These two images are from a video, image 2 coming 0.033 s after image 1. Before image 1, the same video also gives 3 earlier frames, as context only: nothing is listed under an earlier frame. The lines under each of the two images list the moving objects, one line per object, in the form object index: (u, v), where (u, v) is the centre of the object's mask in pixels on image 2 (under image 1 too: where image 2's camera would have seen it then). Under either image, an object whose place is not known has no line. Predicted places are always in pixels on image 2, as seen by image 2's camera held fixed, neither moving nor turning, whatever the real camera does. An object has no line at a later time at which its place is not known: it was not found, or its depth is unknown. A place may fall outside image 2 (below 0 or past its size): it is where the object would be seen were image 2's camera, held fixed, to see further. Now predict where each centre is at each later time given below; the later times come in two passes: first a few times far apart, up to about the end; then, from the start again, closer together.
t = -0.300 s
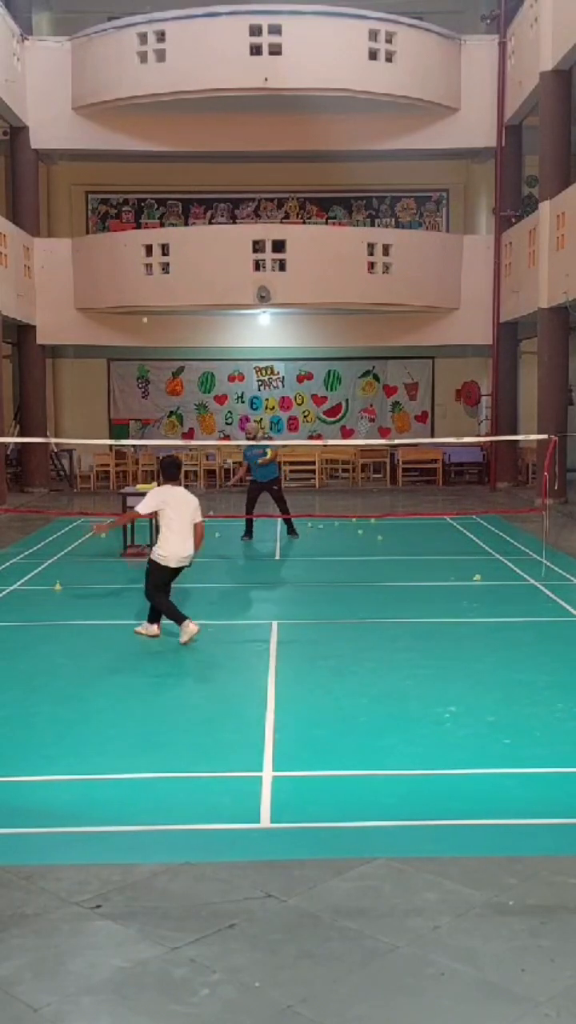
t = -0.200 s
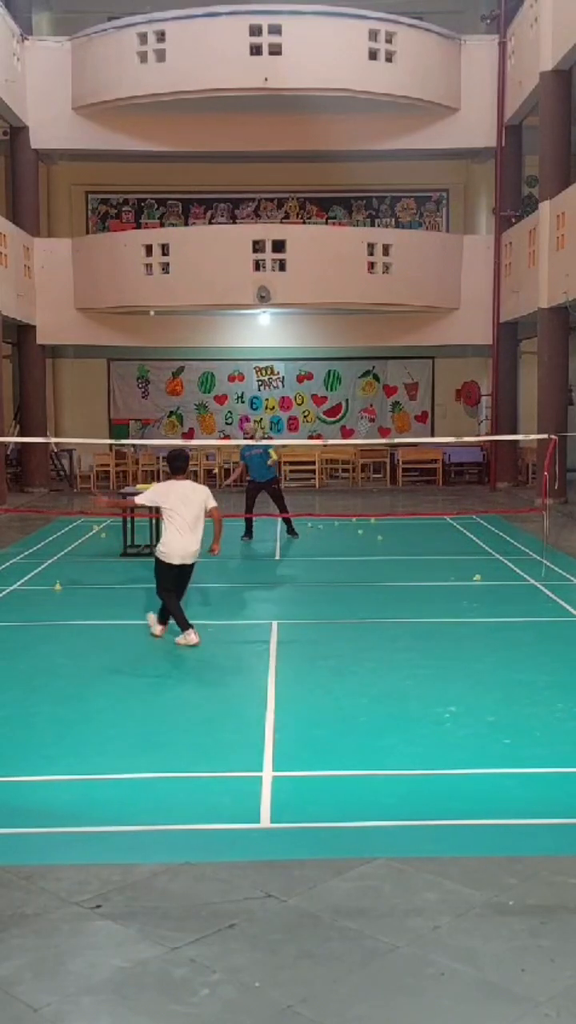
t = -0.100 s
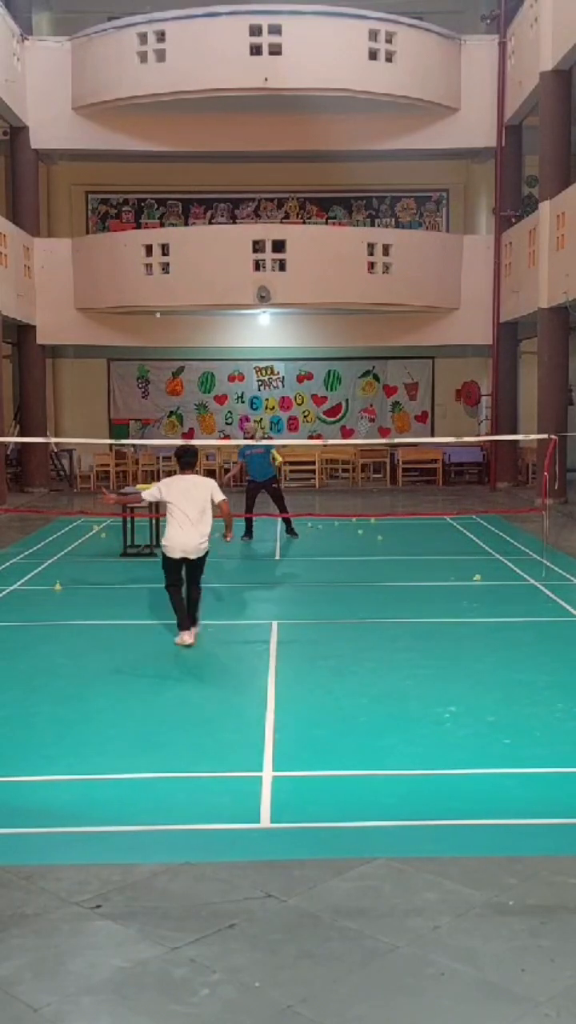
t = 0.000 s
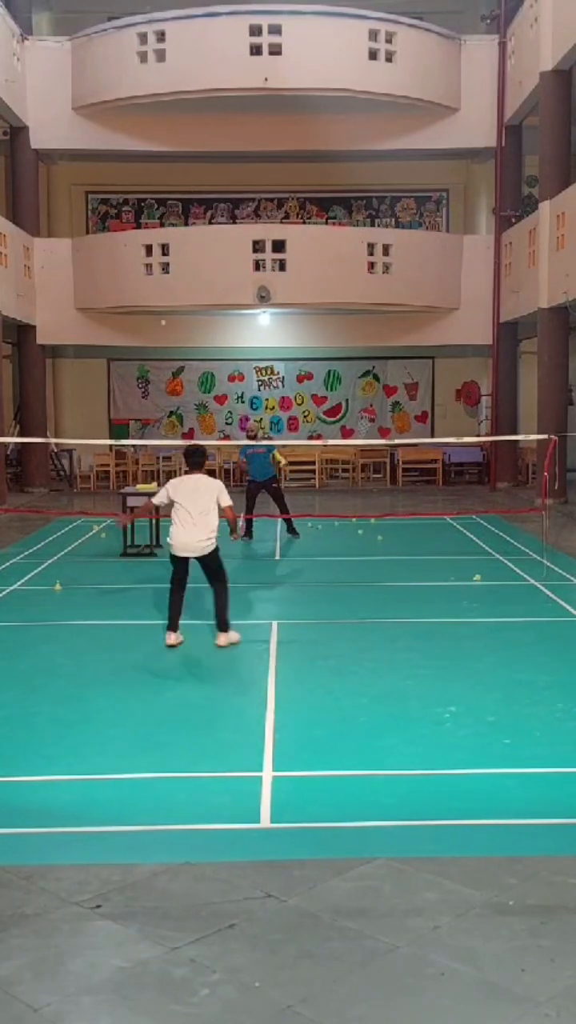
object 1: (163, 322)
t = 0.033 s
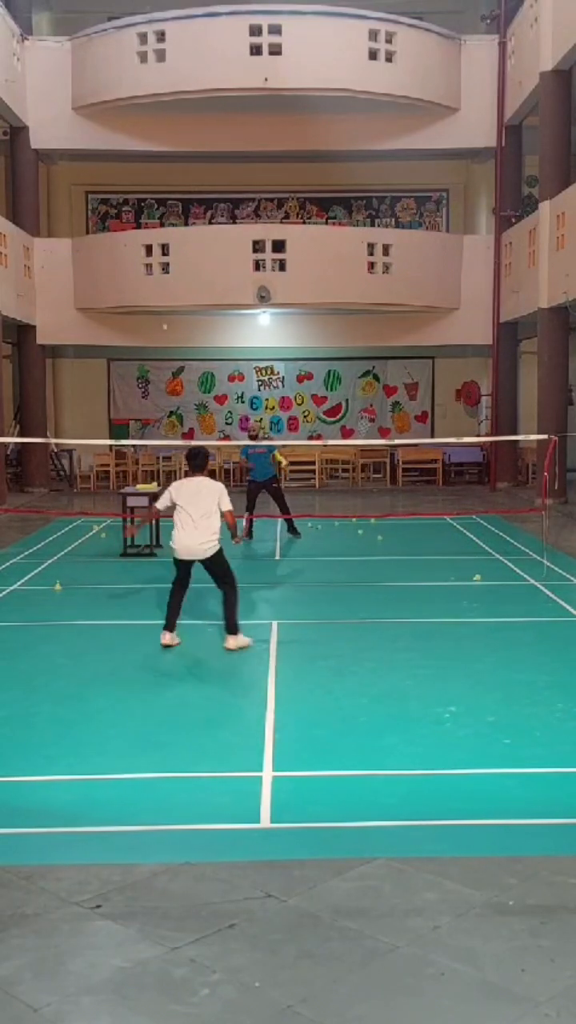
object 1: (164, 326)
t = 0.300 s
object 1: (300, 216)
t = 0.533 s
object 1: (352, 144)
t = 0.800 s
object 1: (413, 148)
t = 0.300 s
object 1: (300, 216)
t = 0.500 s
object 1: (345, 150)
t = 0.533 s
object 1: (352, 144)
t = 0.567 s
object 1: (360, 139)
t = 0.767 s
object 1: (405, 141)
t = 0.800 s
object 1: (413, 148)
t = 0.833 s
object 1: (420, 156)
